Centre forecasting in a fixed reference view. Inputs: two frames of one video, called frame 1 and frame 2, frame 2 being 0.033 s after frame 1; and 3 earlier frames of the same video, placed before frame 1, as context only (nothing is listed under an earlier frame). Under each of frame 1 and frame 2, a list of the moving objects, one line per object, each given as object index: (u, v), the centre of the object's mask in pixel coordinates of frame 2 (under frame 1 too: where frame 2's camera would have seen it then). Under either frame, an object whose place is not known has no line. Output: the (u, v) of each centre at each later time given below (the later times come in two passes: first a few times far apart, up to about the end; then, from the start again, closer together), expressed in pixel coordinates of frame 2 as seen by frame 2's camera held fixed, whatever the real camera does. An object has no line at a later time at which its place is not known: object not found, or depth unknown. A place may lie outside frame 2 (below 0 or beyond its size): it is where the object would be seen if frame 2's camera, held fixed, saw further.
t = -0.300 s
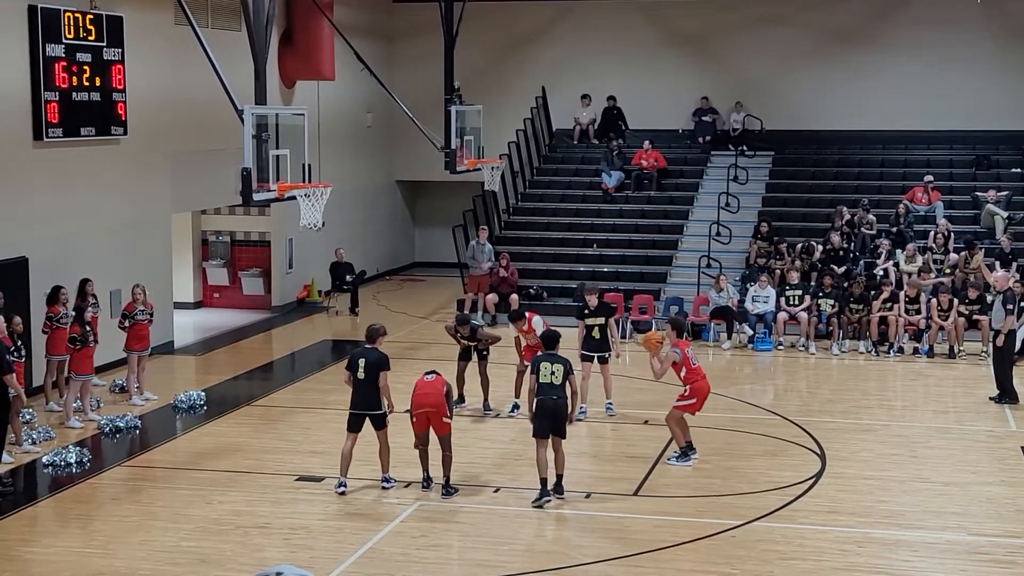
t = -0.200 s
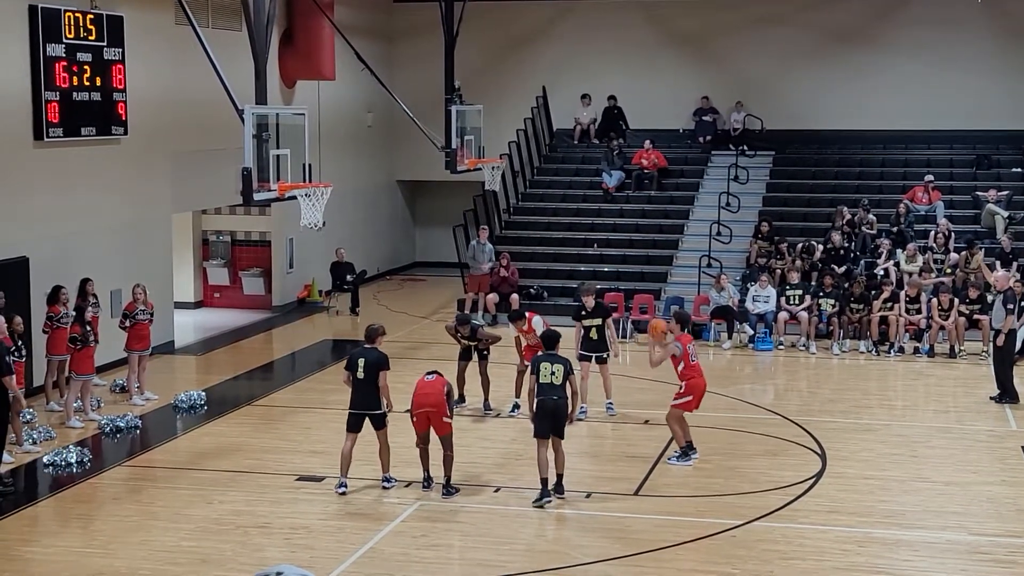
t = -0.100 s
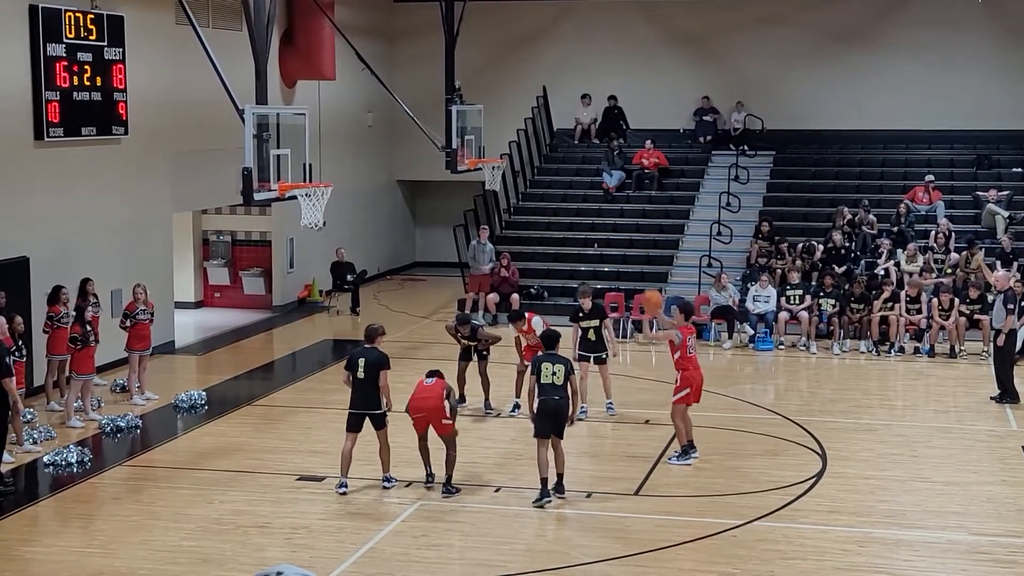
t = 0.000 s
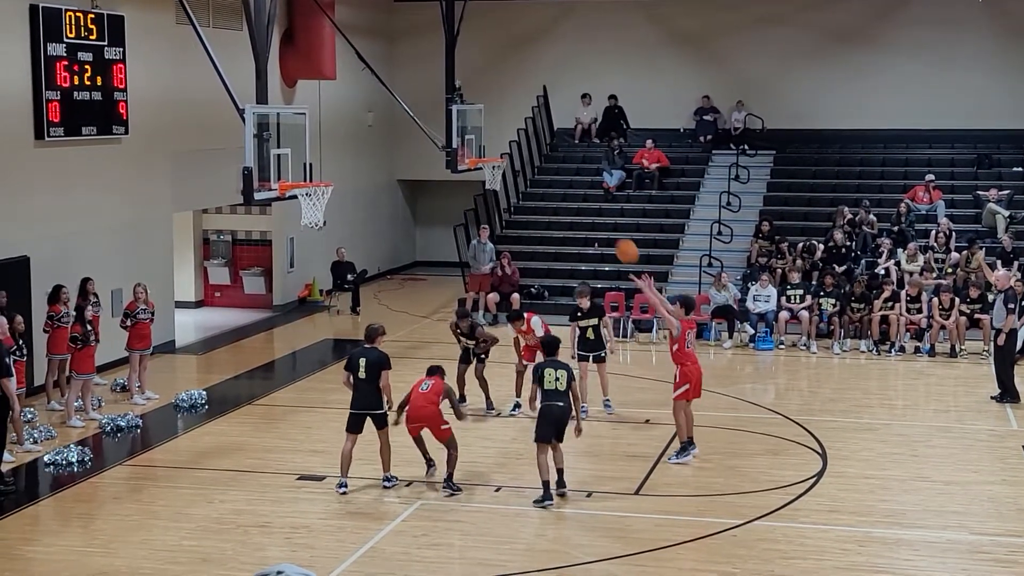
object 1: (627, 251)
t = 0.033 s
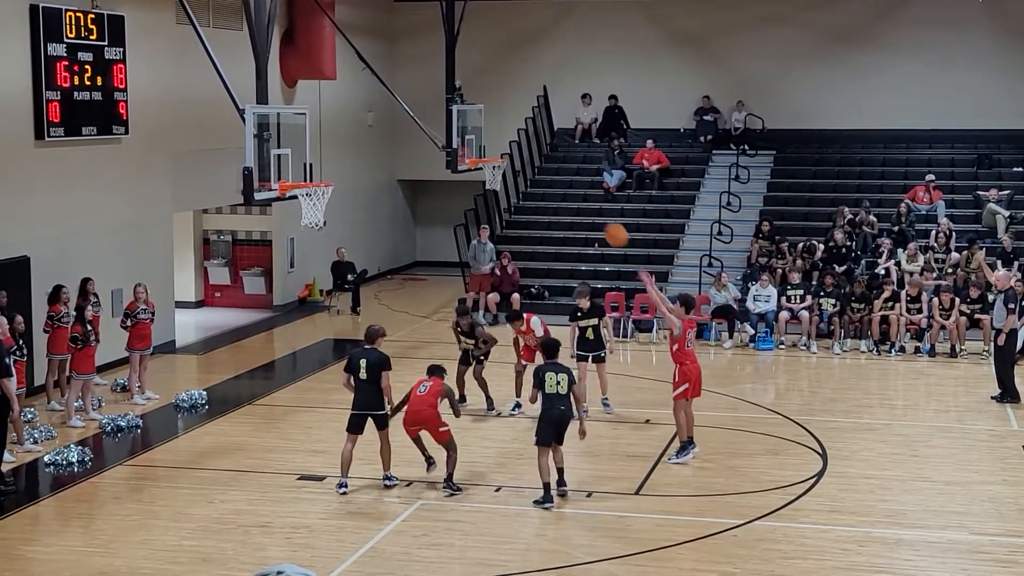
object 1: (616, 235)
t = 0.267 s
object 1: (538, 145)
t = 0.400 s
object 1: (494, 114)
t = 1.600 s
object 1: (309, 232)
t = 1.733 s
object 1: (293, 262)
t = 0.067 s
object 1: (605, 219)
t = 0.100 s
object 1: (593, 204)
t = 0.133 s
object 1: (582, 191)
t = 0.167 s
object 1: (571, 177)
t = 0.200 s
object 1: (559, 165)
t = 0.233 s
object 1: (549, 155)
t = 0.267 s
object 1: (538, 145)
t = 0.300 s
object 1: (528, 136)
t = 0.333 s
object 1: (516, 128)
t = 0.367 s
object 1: (504, 120)
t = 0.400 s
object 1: (494, 114)
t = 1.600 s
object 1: (309, 232)
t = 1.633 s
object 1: (305, 237)
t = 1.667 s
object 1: (302, 244)
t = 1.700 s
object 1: (297, 253)
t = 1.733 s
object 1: (293, 262)
